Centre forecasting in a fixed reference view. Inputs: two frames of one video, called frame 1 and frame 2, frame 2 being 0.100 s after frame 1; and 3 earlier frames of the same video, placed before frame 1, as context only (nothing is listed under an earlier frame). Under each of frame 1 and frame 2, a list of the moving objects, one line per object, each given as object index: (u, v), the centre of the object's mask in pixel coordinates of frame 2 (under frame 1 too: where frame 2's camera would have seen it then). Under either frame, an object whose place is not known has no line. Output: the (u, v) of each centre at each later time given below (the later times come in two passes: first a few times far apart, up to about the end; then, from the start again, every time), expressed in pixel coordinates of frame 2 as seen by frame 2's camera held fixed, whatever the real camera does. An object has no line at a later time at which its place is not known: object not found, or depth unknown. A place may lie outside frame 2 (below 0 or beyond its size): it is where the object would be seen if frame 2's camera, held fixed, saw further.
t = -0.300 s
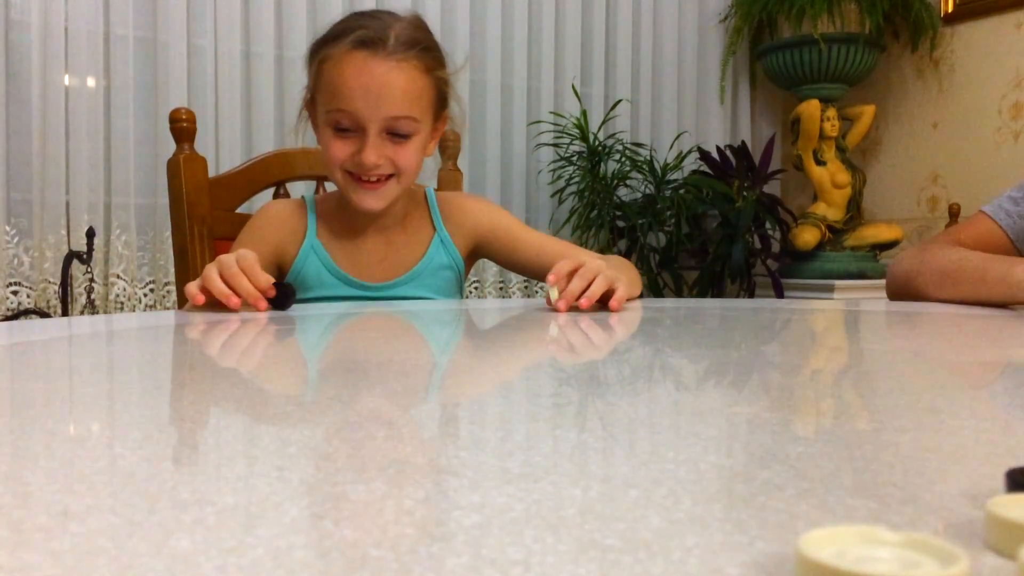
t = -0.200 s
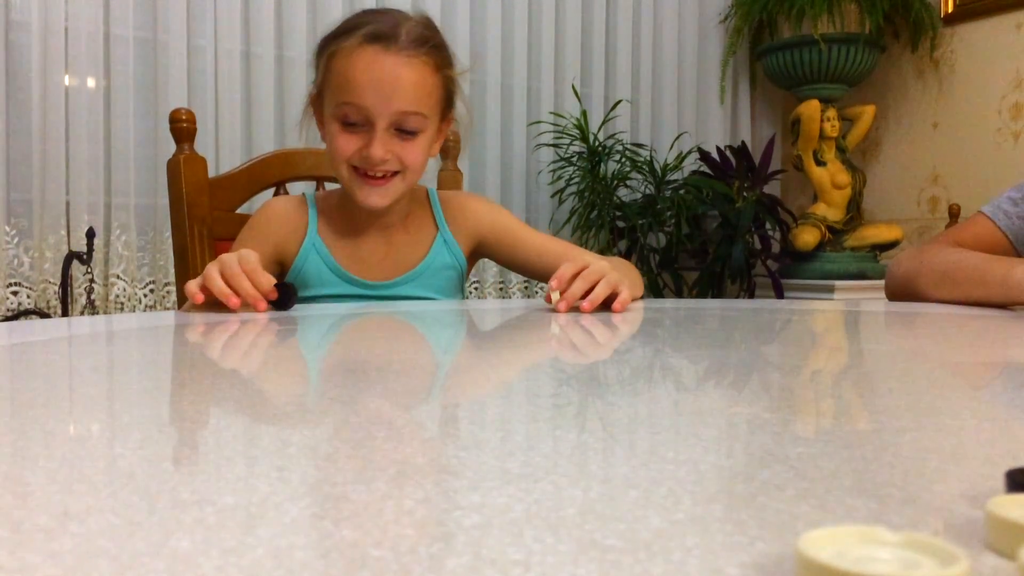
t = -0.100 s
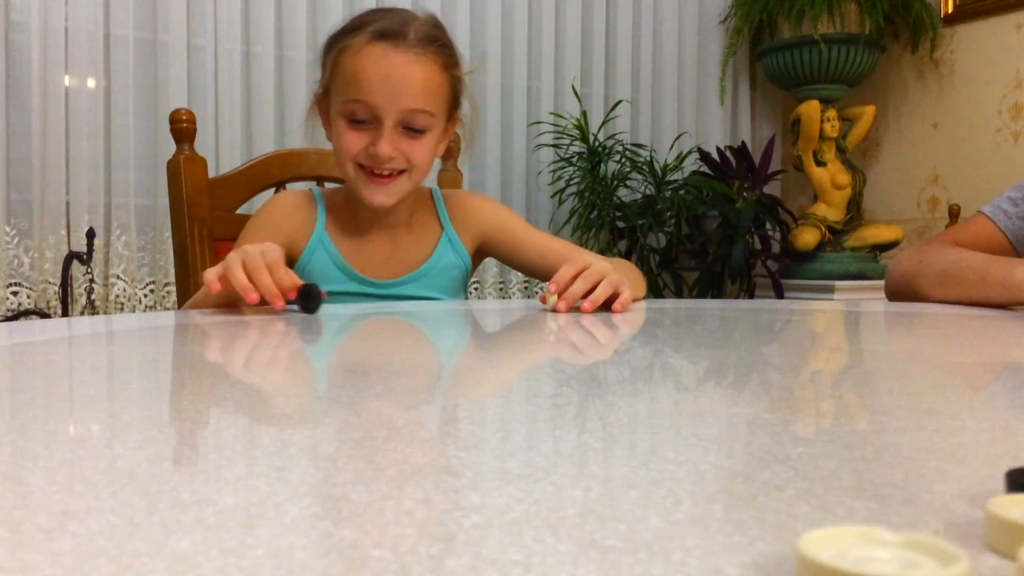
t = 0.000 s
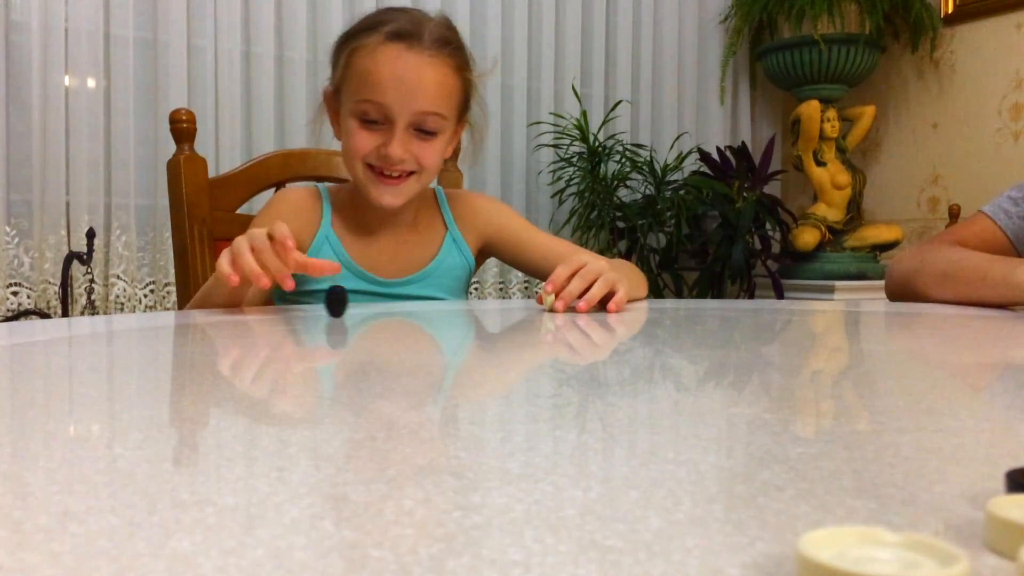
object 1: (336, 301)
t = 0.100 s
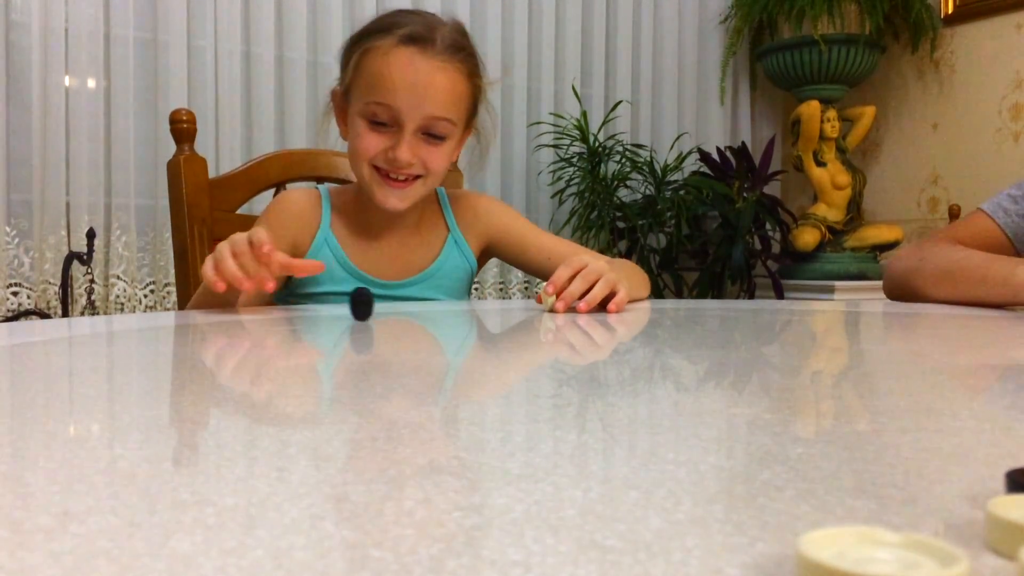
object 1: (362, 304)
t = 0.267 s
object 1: (407, 308)
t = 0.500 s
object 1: (481, 316)
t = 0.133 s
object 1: (370, 304)
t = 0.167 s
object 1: (379, 305)
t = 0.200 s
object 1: (388, 306)
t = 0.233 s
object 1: (397, 307)
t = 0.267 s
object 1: (407, 308)
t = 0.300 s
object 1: (416, 309)
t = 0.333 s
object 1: (427, 310)
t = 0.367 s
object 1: (438, 311)
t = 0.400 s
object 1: (448, 312)
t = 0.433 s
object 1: (459, 313)
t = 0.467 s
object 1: (470, 314)
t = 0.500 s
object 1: (481, 316)
